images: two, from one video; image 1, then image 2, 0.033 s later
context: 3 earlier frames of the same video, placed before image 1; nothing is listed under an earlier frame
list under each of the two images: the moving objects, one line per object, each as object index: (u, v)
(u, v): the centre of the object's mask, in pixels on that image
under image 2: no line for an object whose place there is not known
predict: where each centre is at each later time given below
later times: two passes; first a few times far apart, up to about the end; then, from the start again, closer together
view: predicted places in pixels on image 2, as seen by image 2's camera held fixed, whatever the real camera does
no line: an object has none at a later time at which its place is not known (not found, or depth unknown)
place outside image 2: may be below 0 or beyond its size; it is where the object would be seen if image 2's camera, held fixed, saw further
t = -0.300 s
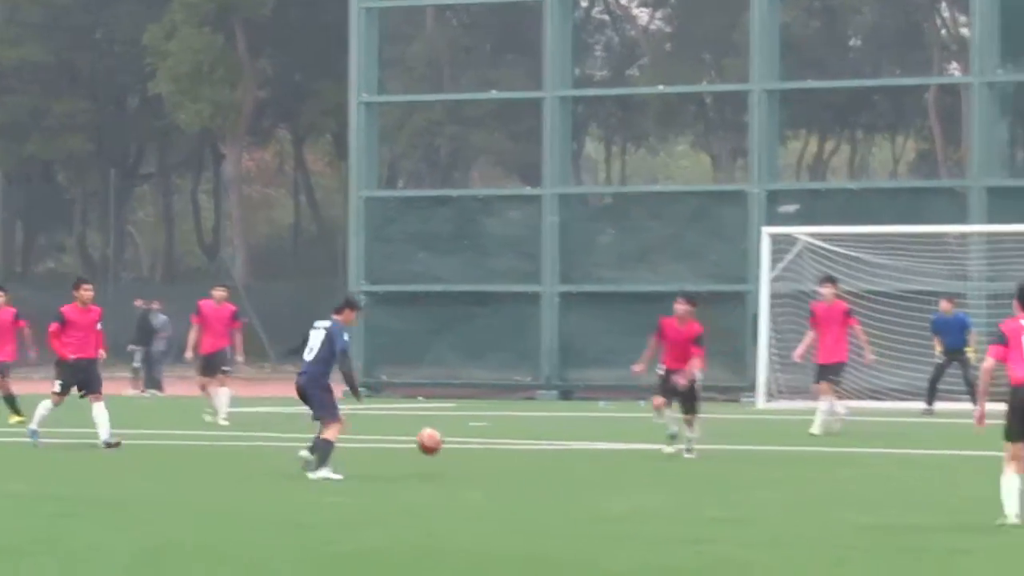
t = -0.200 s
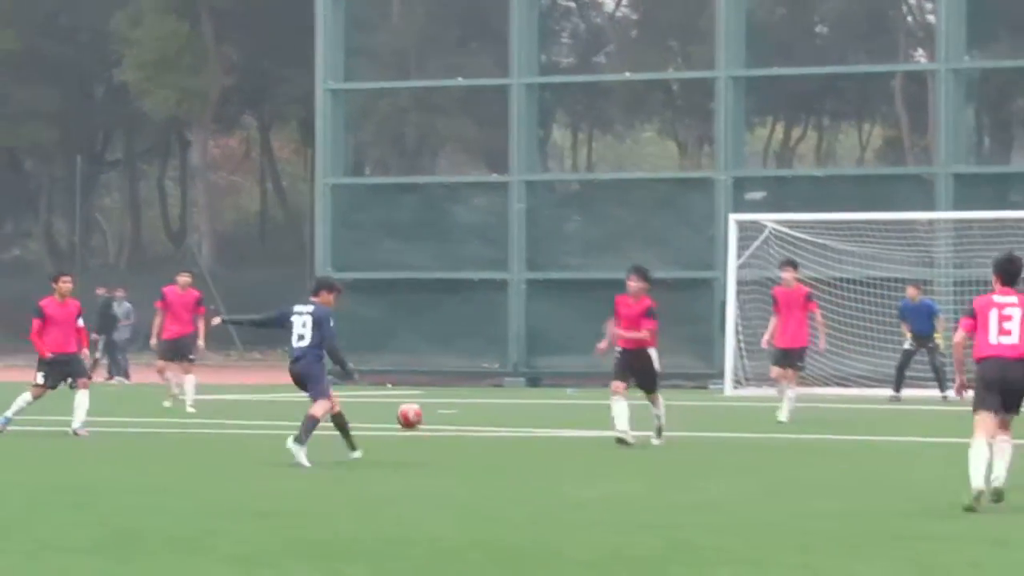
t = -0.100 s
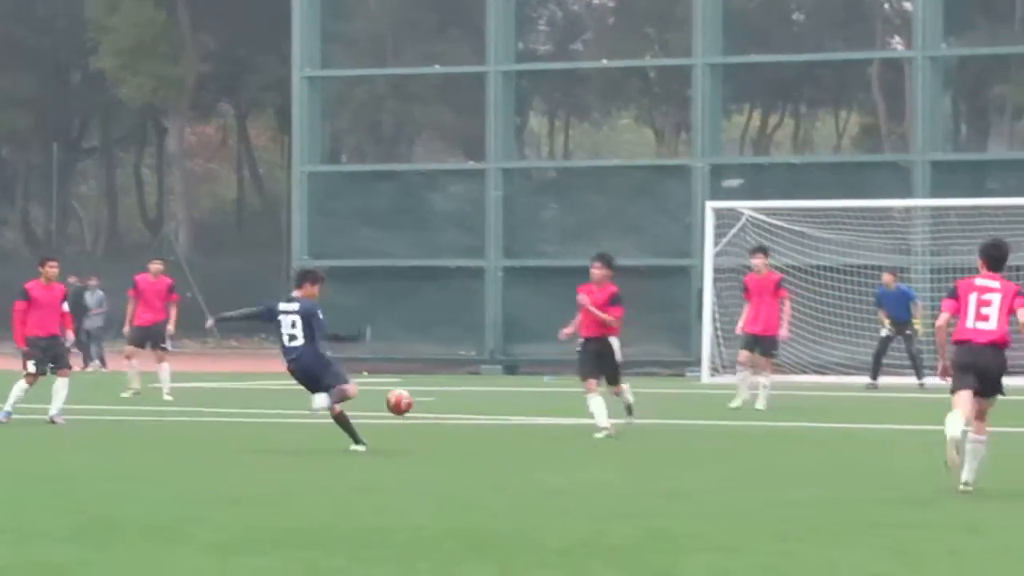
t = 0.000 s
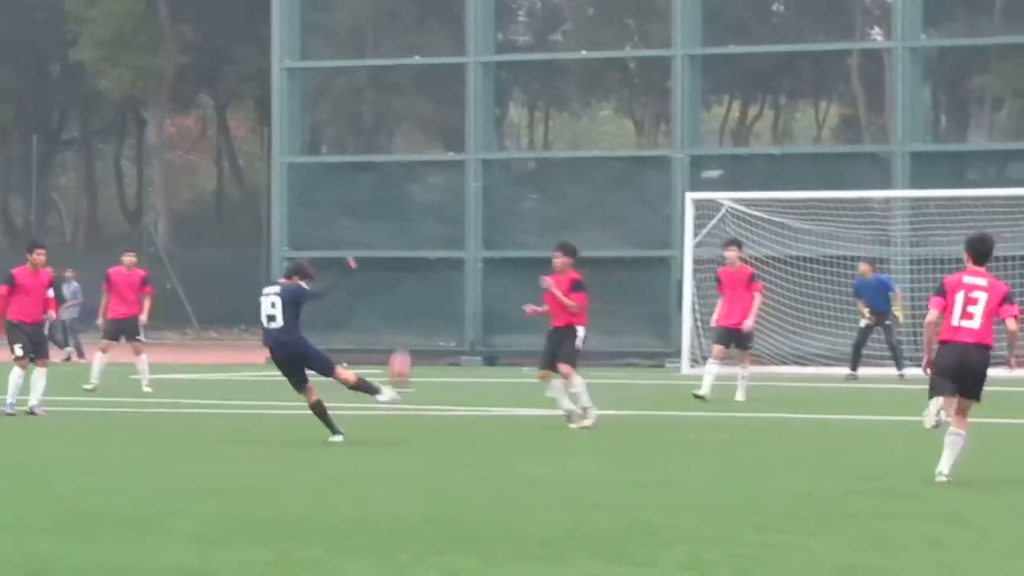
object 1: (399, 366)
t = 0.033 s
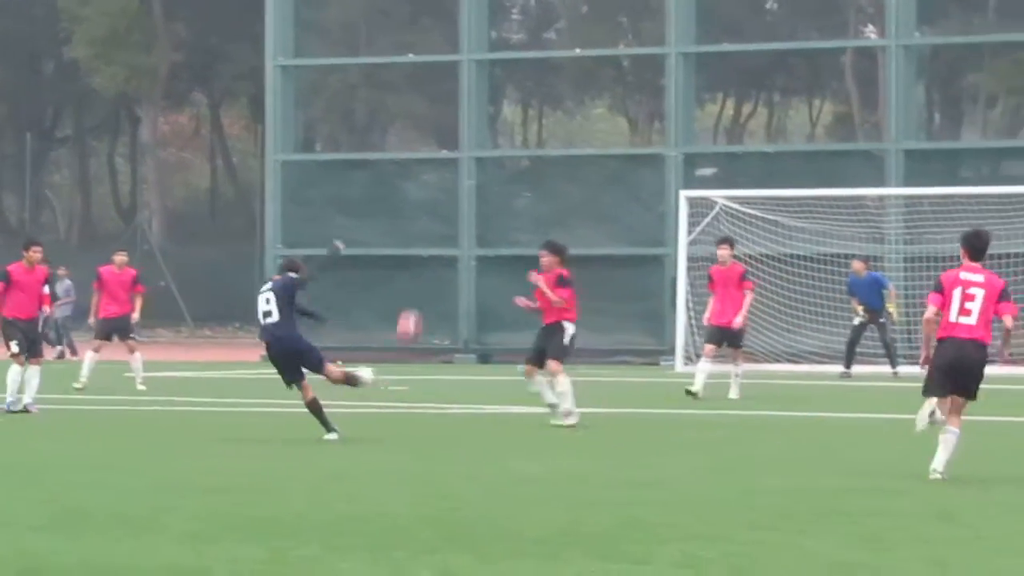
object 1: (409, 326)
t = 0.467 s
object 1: (613, 43)
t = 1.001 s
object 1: (862, 24)
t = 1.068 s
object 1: (890, 37)
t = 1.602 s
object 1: (1124, 244)
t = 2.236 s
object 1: (1146, 340)
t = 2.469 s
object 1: (1109, 355)
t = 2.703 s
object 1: (1078, 350)
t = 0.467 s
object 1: (613, 43)
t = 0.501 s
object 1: (628, 32)
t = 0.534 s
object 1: (643, 25)
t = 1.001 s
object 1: (862, 24)
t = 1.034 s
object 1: (875, 30)
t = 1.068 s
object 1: (890, 37)
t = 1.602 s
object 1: (1124, 244)
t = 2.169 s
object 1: (1153, 337)
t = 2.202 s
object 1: (1148, 340)
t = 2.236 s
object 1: (1146, 340)
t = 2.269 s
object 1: (1142, 343)
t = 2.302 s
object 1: (1132, 346)
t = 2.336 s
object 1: (1129, 352)
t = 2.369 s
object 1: (1126, 355)
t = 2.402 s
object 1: (1116, 362)
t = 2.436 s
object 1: (1114, 360)
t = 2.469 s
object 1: (1109, 355)
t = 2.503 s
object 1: (1104, 352)
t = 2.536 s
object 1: (1100, 351)
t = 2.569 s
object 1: (1096, 349)
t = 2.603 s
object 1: (1090, 348)
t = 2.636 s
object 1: (1086, 348)
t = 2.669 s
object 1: (1085, 349)
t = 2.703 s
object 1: (1078, 350)
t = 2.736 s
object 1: (1075, 352)
